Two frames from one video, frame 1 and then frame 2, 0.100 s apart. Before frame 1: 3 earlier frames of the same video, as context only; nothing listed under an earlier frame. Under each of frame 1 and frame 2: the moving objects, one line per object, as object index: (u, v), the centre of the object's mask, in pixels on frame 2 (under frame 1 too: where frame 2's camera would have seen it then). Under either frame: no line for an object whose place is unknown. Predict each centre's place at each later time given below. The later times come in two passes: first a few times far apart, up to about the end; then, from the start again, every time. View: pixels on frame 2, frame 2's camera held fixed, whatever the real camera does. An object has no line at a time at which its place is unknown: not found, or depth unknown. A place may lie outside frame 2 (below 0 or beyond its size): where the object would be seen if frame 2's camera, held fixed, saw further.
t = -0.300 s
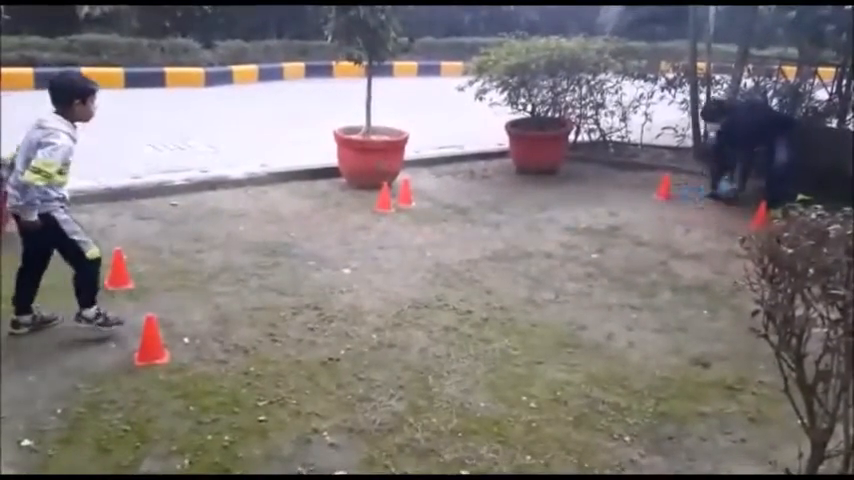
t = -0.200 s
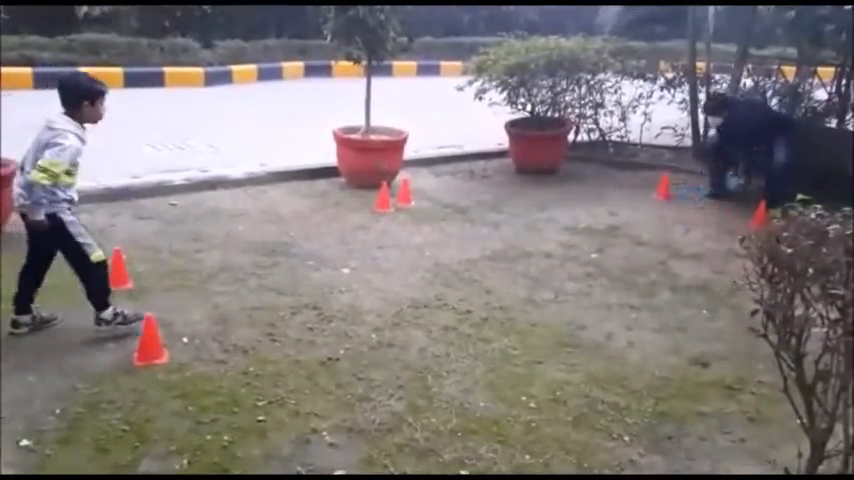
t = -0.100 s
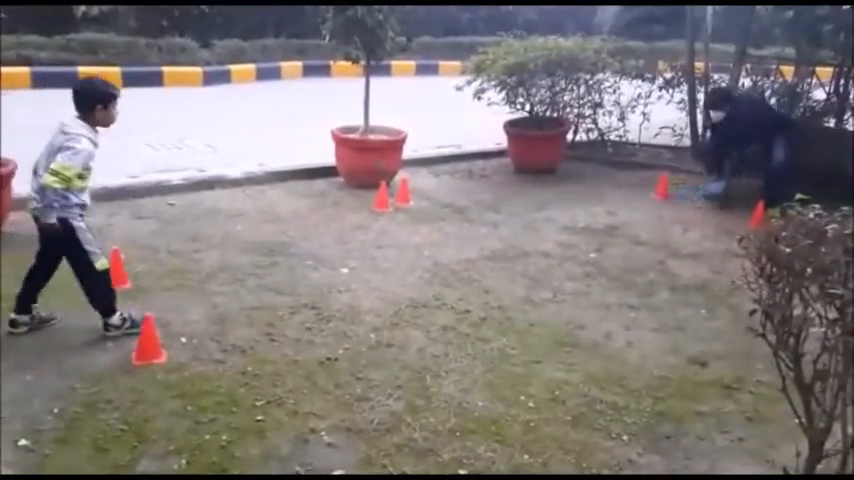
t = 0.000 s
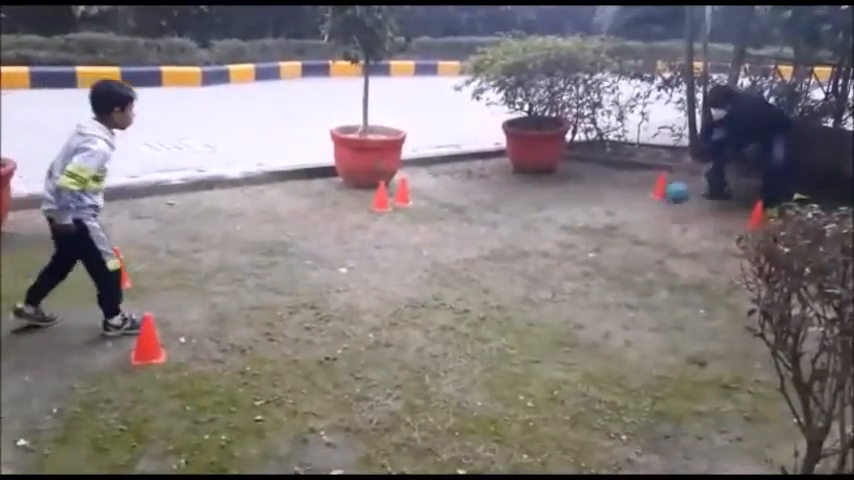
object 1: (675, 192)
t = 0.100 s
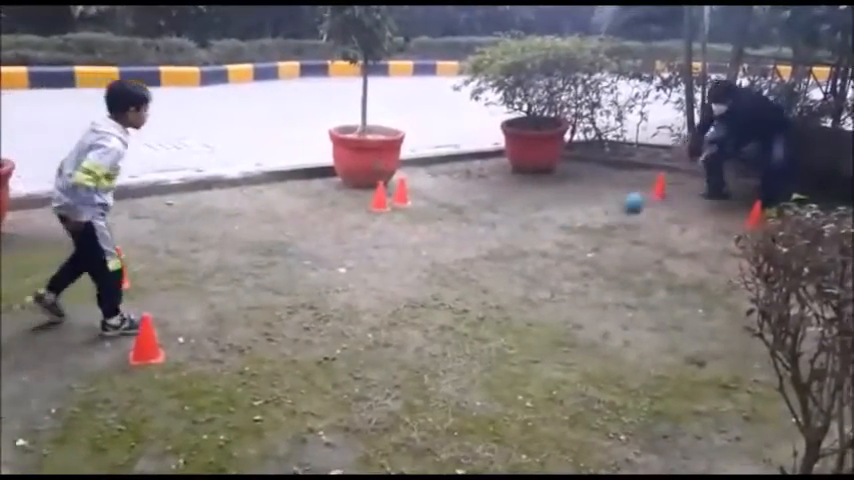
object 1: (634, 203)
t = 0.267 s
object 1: (560, 229)
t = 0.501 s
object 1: (469, 253)
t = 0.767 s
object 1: (364, 281)
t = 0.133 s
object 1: (617, 210)
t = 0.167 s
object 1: (600, 220)
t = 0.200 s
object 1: (584, 228)
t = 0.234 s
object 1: (570, 230)
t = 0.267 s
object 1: (560, 229)
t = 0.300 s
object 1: (548, 230)
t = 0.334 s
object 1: (534, 233)
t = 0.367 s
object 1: (520, 237)
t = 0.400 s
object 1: (506, 245)
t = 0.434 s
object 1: (491, 251)
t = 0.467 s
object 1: (480, 252)
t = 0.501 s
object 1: (469, 253)
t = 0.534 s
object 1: (458, 254)
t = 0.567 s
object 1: (446, 257)
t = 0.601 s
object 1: (433, 263)
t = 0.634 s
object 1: (418, 269)
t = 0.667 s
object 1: (405, 271)
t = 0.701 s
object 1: (392, 272)
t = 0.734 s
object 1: (377, 276)
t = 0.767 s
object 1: (364, 281)
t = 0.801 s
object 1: (347, 287)
